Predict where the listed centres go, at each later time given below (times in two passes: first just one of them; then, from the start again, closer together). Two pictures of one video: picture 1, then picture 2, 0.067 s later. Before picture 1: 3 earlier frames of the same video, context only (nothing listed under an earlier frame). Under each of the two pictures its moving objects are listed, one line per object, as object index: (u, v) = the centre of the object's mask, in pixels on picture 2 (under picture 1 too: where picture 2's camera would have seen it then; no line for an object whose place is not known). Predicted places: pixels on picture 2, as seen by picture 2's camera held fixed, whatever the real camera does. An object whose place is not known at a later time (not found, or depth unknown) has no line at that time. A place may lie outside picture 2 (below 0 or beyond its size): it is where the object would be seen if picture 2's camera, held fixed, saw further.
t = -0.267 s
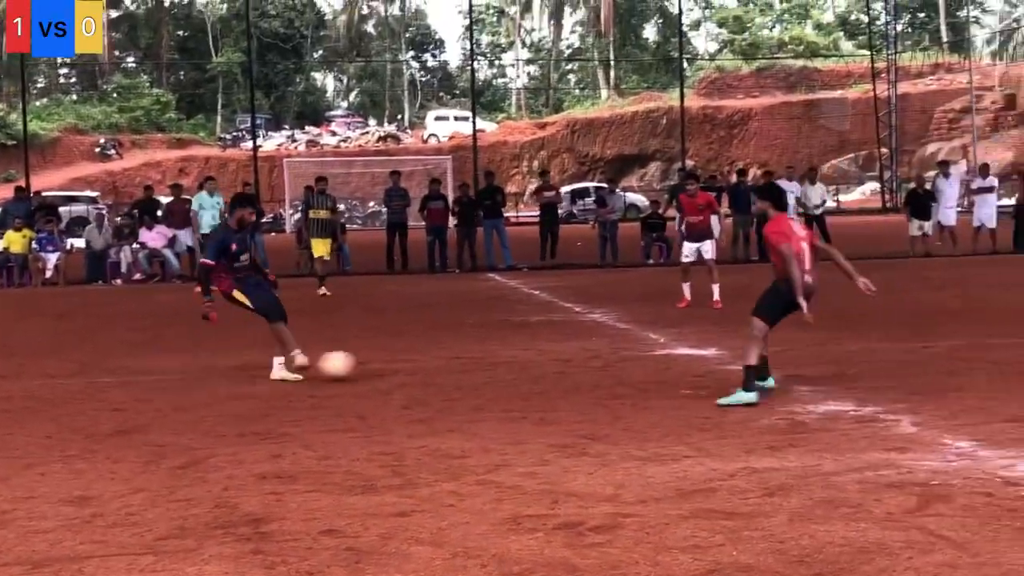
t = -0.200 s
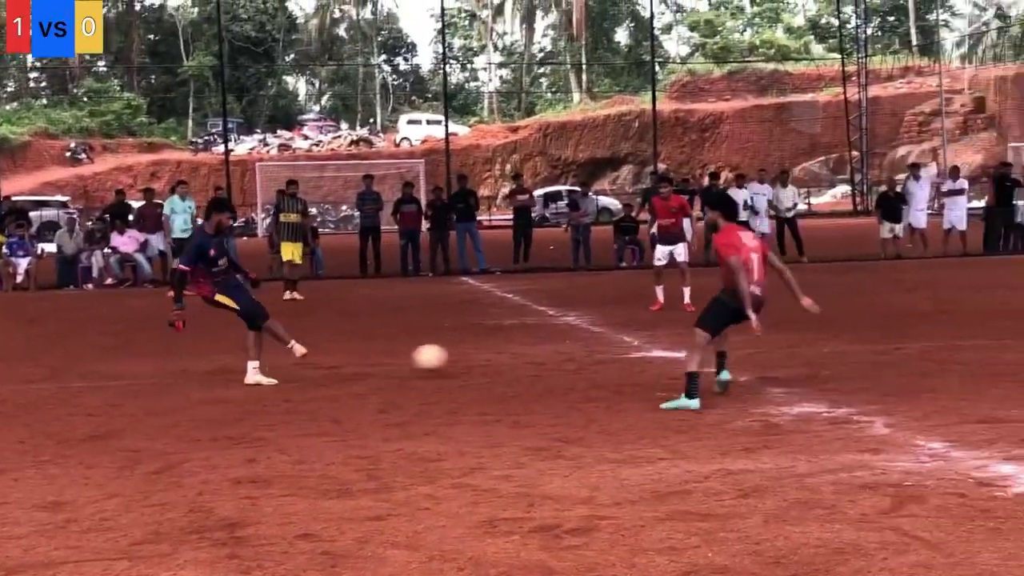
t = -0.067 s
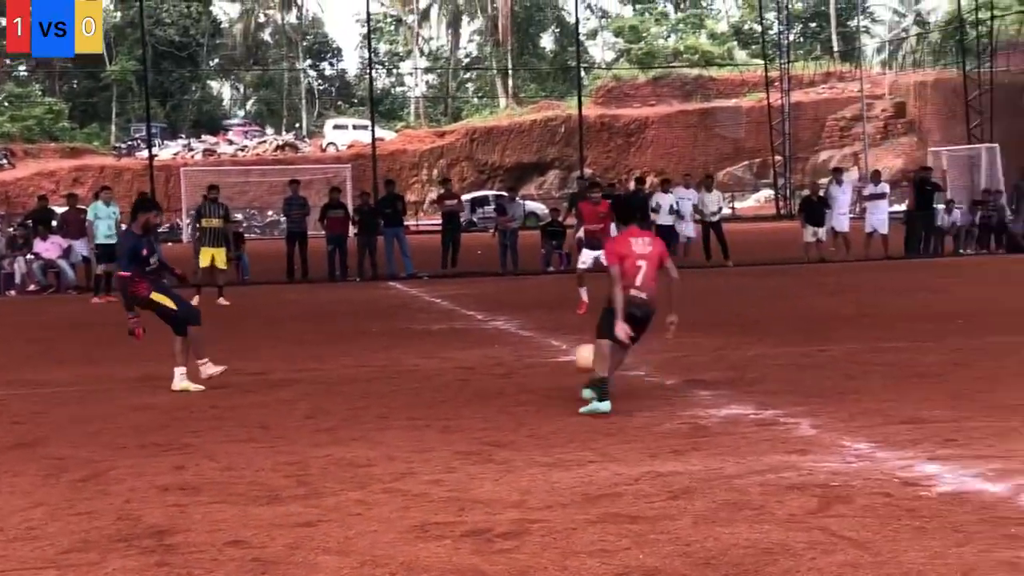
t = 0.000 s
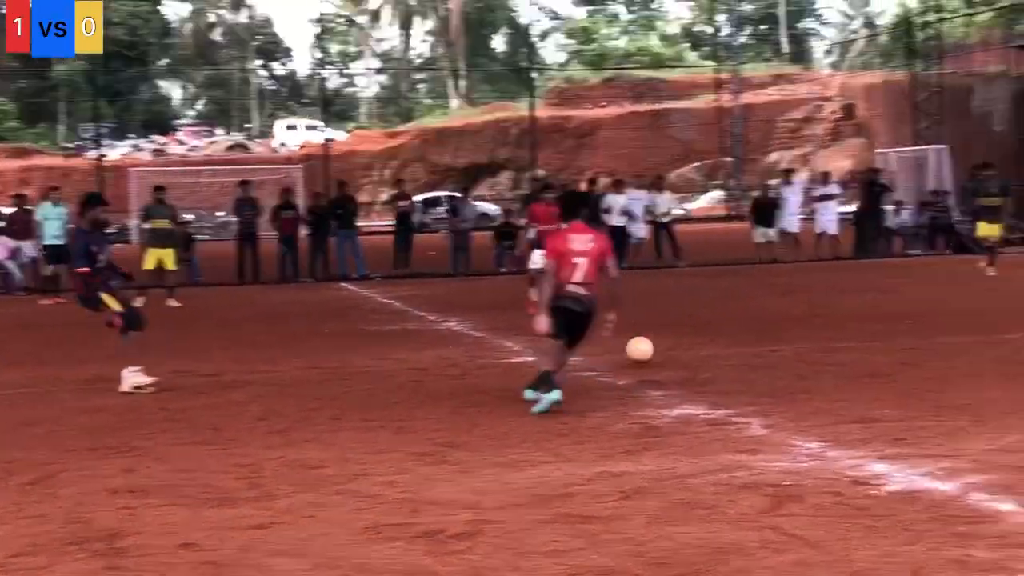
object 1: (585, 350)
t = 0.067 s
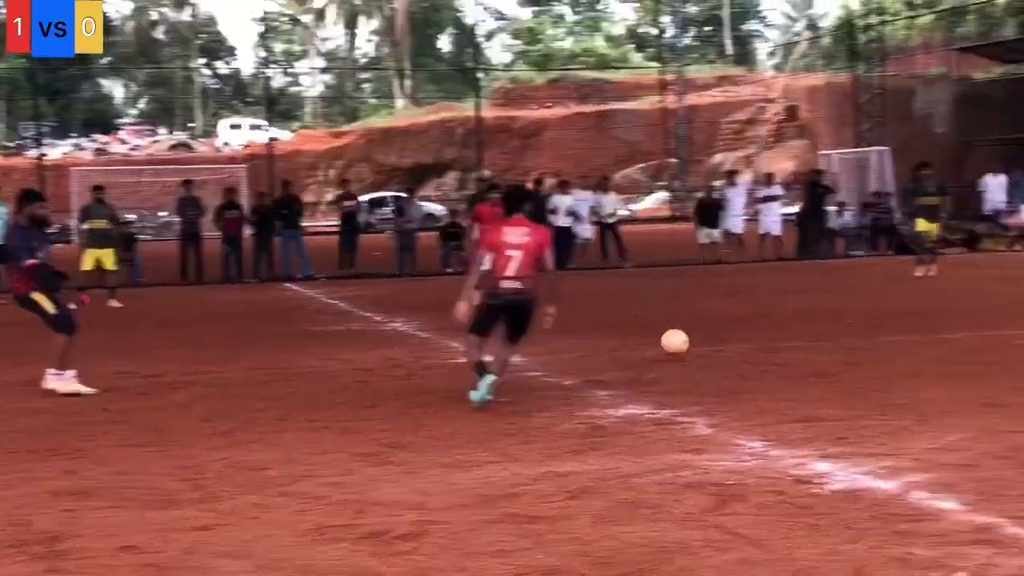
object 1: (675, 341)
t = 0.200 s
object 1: (844, 342)
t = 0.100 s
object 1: (718, 339)
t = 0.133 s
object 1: (762, 339)
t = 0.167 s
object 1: (804, 341)
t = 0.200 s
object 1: (844, 342)
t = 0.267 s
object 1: (913, 331)
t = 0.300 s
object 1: (948, 328)
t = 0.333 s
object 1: (981, 327)
